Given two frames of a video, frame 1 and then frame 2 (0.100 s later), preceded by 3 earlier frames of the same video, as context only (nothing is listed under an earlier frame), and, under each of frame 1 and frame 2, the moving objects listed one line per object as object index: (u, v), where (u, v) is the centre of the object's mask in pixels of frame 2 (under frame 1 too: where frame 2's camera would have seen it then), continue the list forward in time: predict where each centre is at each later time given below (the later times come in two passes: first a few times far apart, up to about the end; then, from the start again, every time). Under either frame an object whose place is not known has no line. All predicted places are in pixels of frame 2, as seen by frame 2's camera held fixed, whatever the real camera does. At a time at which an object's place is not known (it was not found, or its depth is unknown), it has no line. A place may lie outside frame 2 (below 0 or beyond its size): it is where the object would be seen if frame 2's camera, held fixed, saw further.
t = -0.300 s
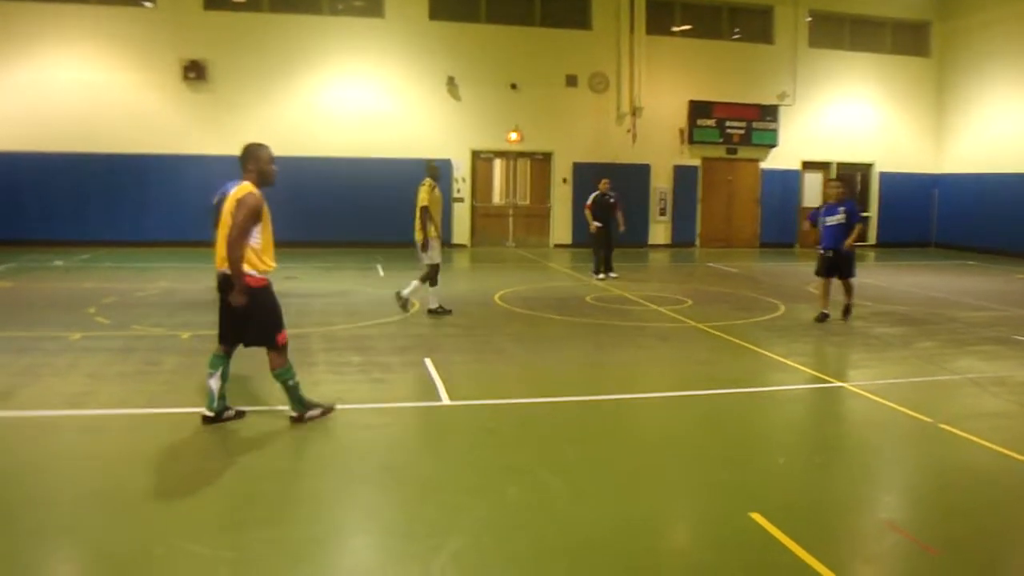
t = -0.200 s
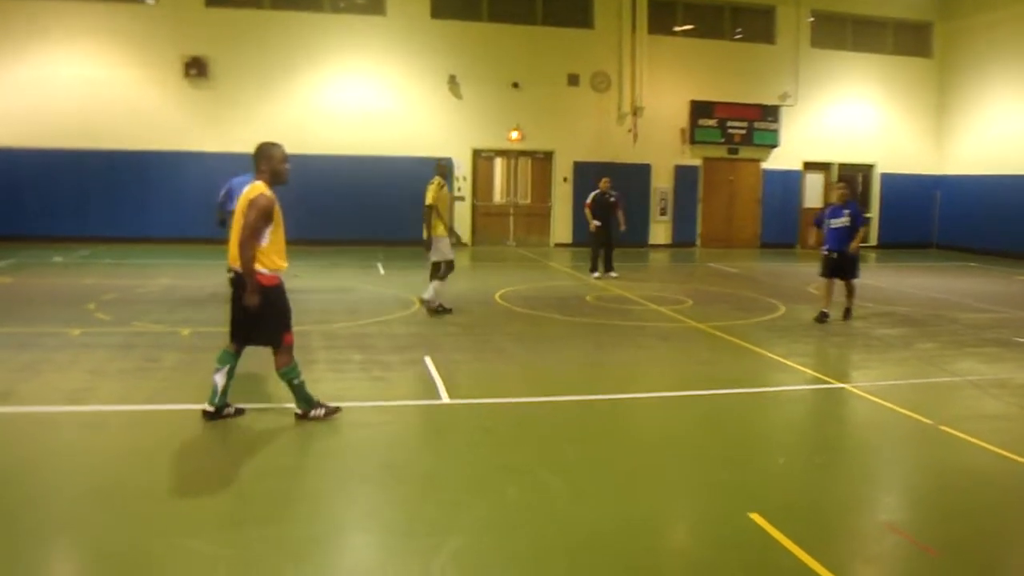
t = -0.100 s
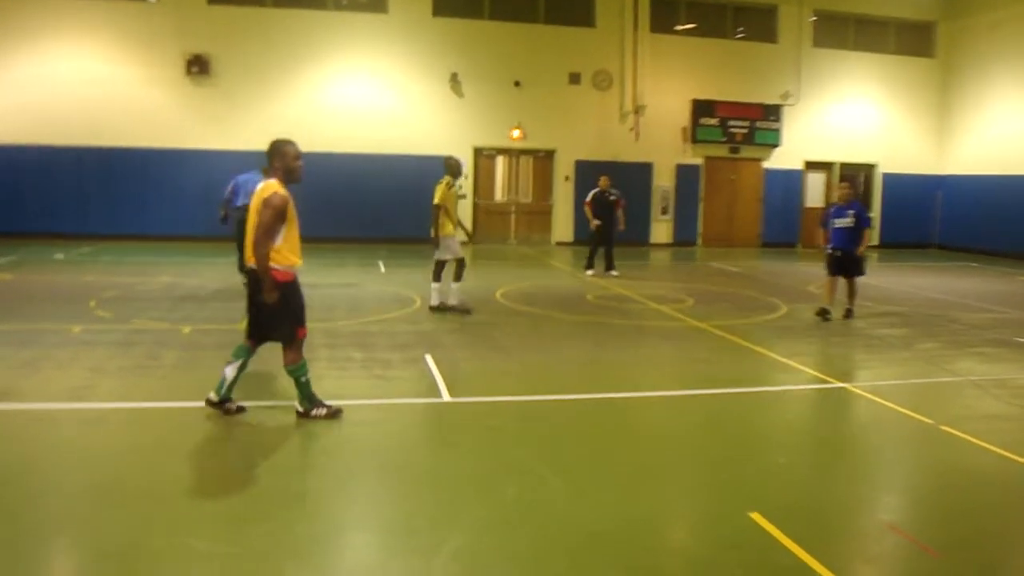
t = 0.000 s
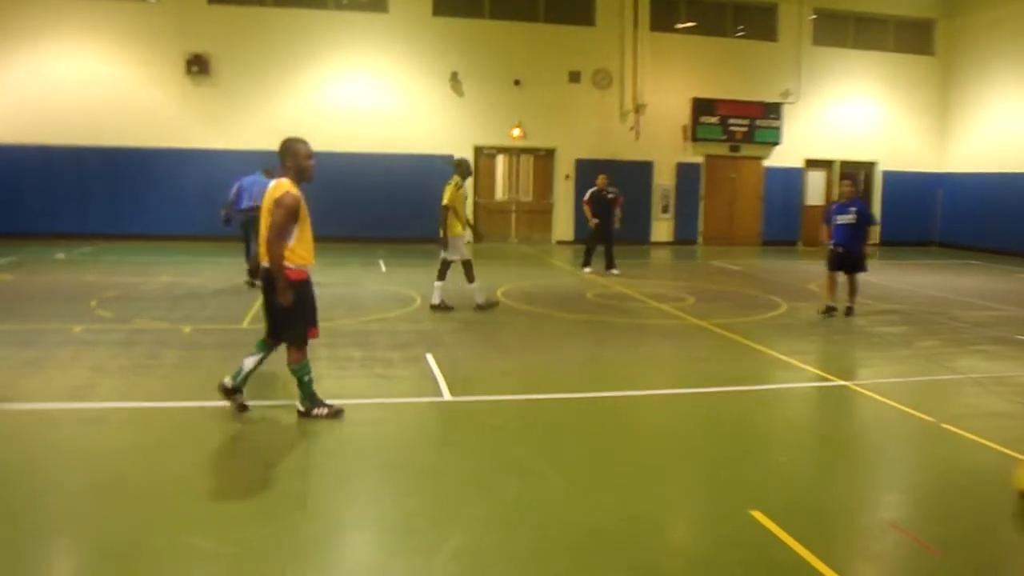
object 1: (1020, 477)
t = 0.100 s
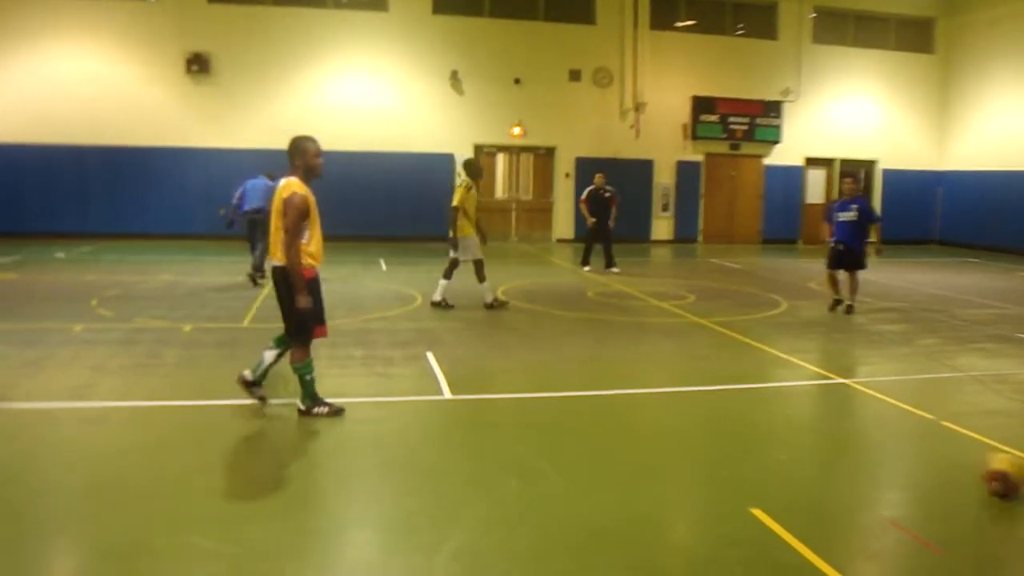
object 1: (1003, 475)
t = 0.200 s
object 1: (970, 469)
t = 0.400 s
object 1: (908, 456)
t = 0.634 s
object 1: (842, 444)
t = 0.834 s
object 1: (790, 433)
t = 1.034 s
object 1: (742, 424)
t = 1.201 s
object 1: (704, 416)
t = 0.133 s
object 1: (992, 473)
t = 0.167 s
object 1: (980, 471)
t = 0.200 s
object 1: (970, 469)
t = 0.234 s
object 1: (958, 468)
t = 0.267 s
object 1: (948, 464)
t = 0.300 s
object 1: (938, 461)
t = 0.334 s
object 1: (927, 459)
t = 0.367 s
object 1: (918, 457)
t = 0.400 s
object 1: (908, 456)
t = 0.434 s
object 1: (900, 454)
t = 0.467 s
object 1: (891, 452)
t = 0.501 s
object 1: (880, 450)
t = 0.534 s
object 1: (871, 448)
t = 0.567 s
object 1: (861, 446)
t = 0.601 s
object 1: (852, 445)
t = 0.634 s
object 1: (842, 444)
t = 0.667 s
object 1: (834, 442)
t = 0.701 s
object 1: (825, 439)
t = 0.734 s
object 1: (816, 437)
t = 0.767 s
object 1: (808, 435)
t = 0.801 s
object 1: (799, 434)
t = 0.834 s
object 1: (790, 433)
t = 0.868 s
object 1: (782, 432)
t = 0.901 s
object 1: (775, 429)
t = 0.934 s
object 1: (767, 427)
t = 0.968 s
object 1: (759, 426)
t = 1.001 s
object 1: (750, 424)
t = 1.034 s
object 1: (742, 424)
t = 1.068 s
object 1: (734, 422)
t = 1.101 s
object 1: (727, 420)
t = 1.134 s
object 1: (719, 418)
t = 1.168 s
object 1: (712, 417)
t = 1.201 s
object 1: (704, 416)
